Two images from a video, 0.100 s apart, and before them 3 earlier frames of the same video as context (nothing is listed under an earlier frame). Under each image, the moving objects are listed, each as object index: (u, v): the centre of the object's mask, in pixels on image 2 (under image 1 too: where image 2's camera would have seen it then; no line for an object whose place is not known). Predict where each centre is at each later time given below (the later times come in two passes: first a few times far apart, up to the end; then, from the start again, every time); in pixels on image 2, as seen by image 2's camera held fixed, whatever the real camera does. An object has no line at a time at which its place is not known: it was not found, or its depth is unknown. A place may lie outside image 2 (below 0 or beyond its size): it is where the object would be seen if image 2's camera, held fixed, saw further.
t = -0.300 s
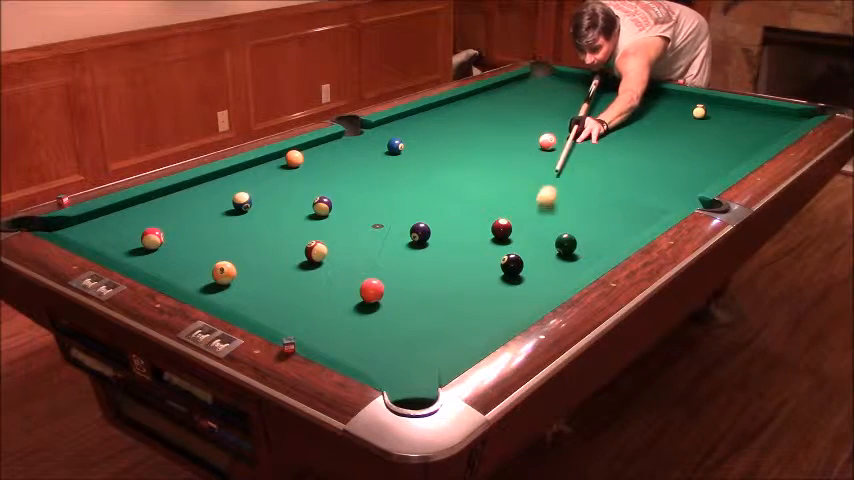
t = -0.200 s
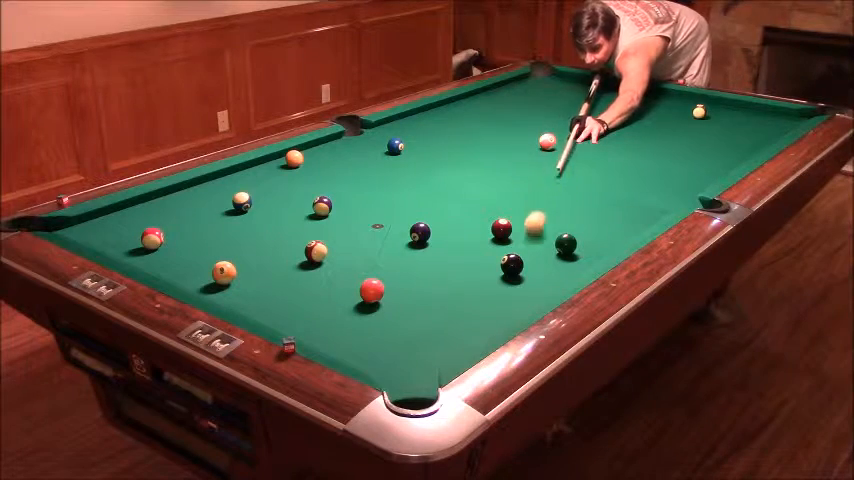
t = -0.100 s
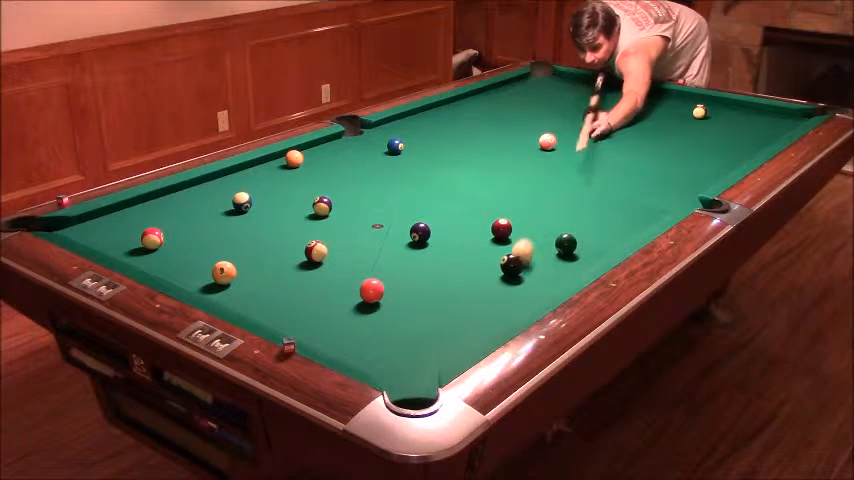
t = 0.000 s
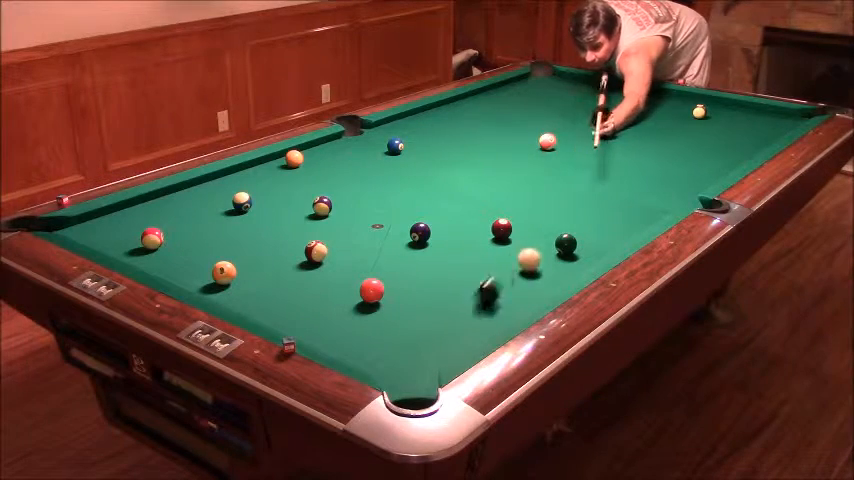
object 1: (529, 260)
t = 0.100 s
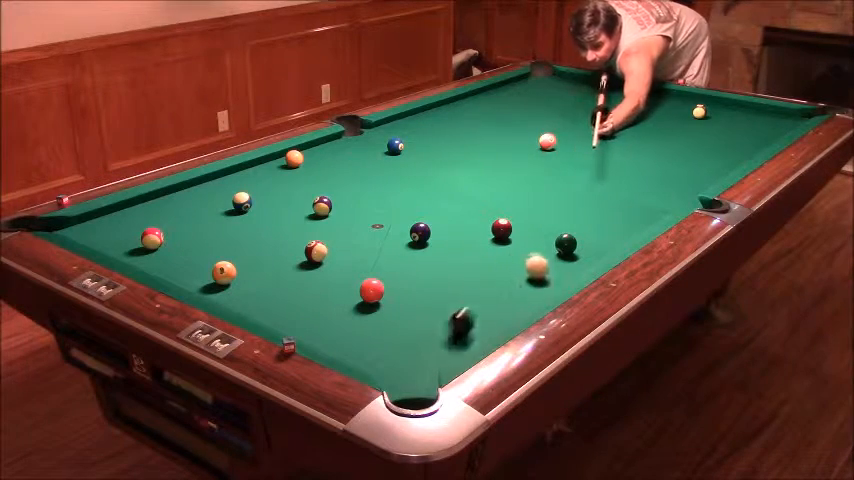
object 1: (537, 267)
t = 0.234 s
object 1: (544, 280)
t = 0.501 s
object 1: (509, 299)
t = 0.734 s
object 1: (464, 311)
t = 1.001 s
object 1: (413, 327)
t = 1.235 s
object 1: (367, 340)
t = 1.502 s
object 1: (335, 340)
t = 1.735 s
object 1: (330, 326)
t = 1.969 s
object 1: (326, 312)
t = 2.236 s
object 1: (324, 299)
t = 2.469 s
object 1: (321, 288)
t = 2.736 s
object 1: (320, 278)
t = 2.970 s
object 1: (319, 270)
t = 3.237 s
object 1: (319, 263)
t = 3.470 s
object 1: (319, 260)
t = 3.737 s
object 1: (320, 259)
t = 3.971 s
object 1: (320, 259)
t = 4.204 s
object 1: (320, 259)
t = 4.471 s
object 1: (320, 259)
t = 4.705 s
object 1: (320, 259)
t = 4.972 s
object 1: (320, 259)
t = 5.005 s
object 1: (320, 259)
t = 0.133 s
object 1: (539, 270)
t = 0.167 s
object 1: (540, 273)
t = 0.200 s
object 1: (542, 277)
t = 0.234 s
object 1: (544, 280)
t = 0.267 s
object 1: (545, 283)
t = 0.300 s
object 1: (545, 285)
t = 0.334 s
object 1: (539, 288)
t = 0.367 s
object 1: (533, 290)
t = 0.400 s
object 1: (528, 292)
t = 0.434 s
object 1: (522, 295)
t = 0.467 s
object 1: (516, 297)
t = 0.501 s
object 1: (509, 299)
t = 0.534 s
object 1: (503, 300)
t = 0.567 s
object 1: (497, 303)
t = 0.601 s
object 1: (490, 304)
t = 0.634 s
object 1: (483, 306)
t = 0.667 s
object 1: (477, 308)
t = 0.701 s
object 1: (471, 310)
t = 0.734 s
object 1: (464, 311)
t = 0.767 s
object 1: (458, 314)
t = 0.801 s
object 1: (452, 315)
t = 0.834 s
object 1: (445, 318)
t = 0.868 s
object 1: (438, 319)
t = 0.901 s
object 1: (433, 321)
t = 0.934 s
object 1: (426, 323)
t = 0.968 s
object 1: (419, 325)
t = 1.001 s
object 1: (413, 327)
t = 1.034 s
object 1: (406, 328)
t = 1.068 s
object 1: (400, 331)
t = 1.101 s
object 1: (393, 333)
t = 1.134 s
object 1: (386, 335)
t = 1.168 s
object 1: (380, 337)
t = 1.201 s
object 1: (373, 339)
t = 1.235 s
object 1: (367, 340)
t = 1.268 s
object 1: (361, 342)
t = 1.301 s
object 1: (354, 344)
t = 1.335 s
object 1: (348, 345)
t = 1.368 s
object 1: (341, 344)
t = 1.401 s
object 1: (336, 345)
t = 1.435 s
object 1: (336, 343)
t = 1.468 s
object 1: (335, 342)
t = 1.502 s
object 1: (335, 340)
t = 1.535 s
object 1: (334, 339)
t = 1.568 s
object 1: (333, 336)
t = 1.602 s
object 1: (332, 334)
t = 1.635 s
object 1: (332, 333)
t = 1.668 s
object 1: (331, 331)
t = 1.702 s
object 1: (330, 329)
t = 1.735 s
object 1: (330, 326)
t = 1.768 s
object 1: (329, 324)
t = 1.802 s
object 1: (329, 322)
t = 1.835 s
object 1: (328, 320)
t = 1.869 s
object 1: (328, 318)
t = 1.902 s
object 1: (327, 316)
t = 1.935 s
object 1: (327, 314)
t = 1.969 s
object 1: (326, 312)
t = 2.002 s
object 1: (326, 310)
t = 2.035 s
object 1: (326, 309)
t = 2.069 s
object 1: (325, 307)
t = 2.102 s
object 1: (325, 305)
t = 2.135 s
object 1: (325, 303)
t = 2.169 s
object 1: (324, 302)
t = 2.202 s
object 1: (324, 300)
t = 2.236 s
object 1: (324, 299)
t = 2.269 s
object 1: (323, 297)
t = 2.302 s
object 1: (323, 296)
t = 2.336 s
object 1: (323, 294)
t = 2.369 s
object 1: (322, 292)
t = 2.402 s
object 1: (322, 291)
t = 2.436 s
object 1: (321, 290)
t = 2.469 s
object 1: (321, 288)
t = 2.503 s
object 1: (321, 287)
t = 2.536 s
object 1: (321, 285)
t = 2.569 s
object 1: (321, 284)
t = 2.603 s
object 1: (320, 283)
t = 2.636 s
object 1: (320, 282)
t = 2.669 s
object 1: (320, 281)
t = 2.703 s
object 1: (320, 279)
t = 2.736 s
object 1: (320, 278)
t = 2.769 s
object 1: (320, 277)
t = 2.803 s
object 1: (319, 276)
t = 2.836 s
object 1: (319, 275)
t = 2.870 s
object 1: (319, 273)
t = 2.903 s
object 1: (319, 272)
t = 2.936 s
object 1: (319, 271)
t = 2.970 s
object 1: (319, 270)
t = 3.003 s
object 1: (319, 269)
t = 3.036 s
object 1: (319, 268)
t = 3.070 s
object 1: (318, 267)
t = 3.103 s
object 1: (319, 266)
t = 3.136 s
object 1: (318, 266)
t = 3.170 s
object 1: (318, 265)
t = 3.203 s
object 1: (318, 264)
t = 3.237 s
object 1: (319, 263)
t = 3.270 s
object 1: (319, 262)
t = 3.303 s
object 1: (319, 262)
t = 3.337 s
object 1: (319, 260)
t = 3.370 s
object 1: (319, 260)
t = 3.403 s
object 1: (319, 260)
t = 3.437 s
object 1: (319, 260)
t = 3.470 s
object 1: (319, 260)
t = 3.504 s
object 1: (320, 260)
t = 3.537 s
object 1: (320, 259)
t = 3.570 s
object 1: (320, 259)
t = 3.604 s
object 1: (320, 259)
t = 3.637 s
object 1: (320, 259)
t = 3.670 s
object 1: (320, 259)
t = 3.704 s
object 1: (320, 259)
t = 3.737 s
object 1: (320, 259)
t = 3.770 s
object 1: (320, 259)
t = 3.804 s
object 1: (320, 259)
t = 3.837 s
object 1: (320, 259)
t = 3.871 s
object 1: (320, 259)
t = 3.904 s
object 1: (320, 259)
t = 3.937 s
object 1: (320, 259)
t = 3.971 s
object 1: (320, 259)
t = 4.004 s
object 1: (320, 259)
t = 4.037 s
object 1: (320, 259)
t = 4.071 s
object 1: (320, 259)
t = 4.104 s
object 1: (320, 259)
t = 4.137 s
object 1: (320, 259)
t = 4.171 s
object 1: (320, 259)
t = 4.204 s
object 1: (320, 259)
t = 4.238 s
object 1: (320, 259)
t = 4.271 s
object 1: (320, 259)
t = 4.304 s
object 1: (320, 259)
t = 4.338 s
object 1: (320, 259)
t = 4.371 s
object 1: (320, 259)
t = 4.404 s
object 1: (320, 259)
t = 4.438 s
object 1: (320, 259)
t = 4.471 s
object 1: (320, 259)
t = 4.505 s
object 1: (320, 259)
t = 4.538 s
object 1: (320, 259)
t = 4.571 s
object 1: (320, 259)
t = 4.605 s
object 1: (320, 259)
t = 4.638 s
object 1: (320, 259)
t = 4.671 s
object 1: (320, 259)
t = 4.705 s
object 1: (320, 259)
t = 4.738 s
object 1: (320, 259)
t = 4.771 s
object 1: (320, 259)
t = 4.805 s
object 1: (320, 259)
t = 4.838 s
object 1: (320, 259)
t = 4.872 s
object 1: (320, 259)
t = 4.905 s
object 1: (320, 259)
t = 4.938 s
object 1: (320, 259)
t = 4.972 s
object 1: (320, 259)
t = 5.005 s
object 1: (320, 259)
